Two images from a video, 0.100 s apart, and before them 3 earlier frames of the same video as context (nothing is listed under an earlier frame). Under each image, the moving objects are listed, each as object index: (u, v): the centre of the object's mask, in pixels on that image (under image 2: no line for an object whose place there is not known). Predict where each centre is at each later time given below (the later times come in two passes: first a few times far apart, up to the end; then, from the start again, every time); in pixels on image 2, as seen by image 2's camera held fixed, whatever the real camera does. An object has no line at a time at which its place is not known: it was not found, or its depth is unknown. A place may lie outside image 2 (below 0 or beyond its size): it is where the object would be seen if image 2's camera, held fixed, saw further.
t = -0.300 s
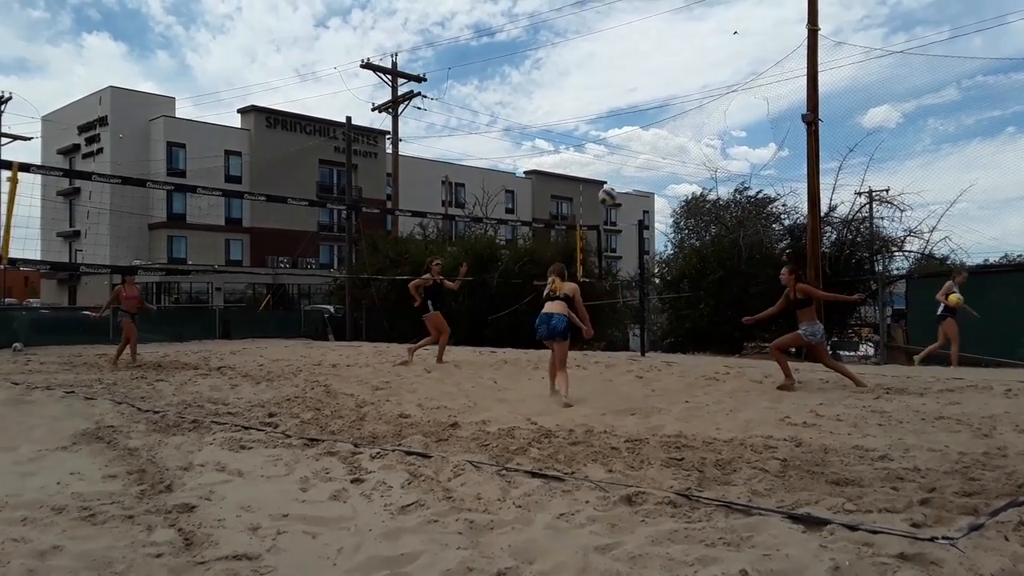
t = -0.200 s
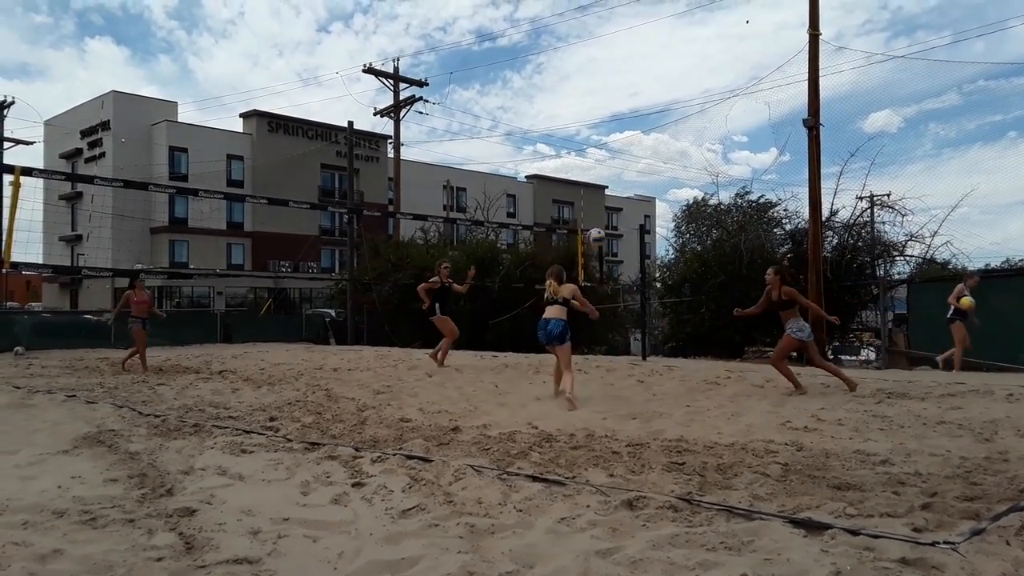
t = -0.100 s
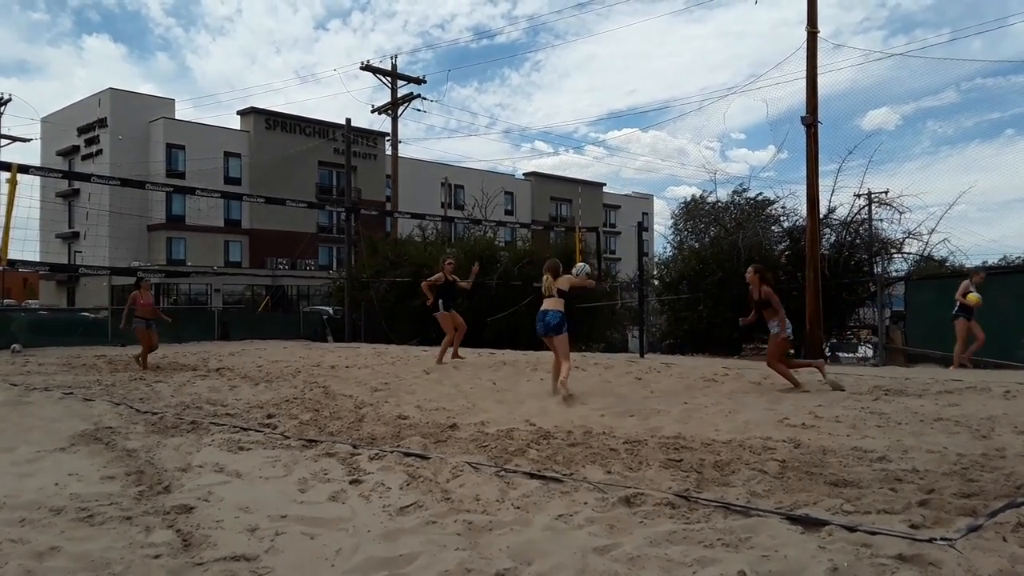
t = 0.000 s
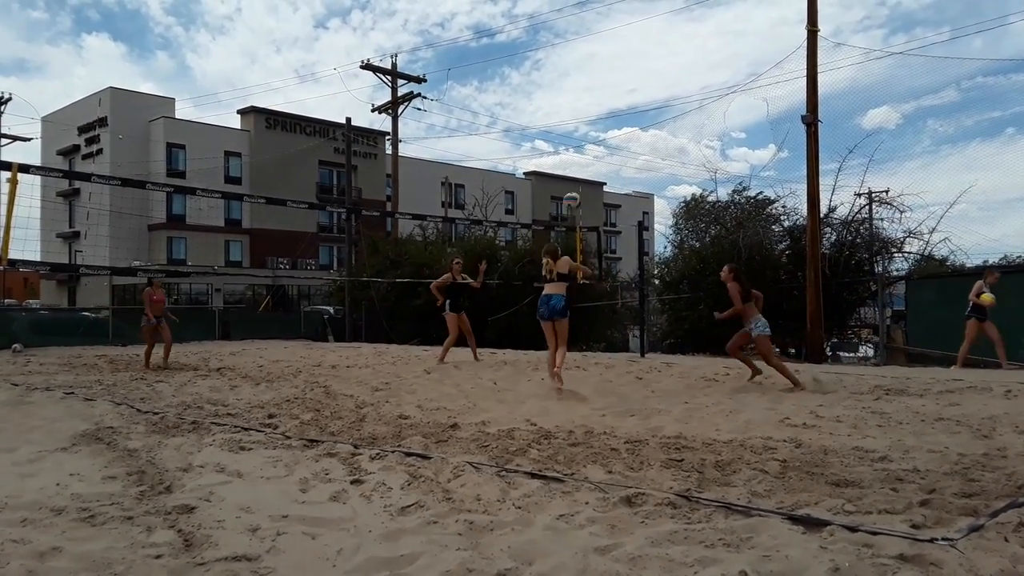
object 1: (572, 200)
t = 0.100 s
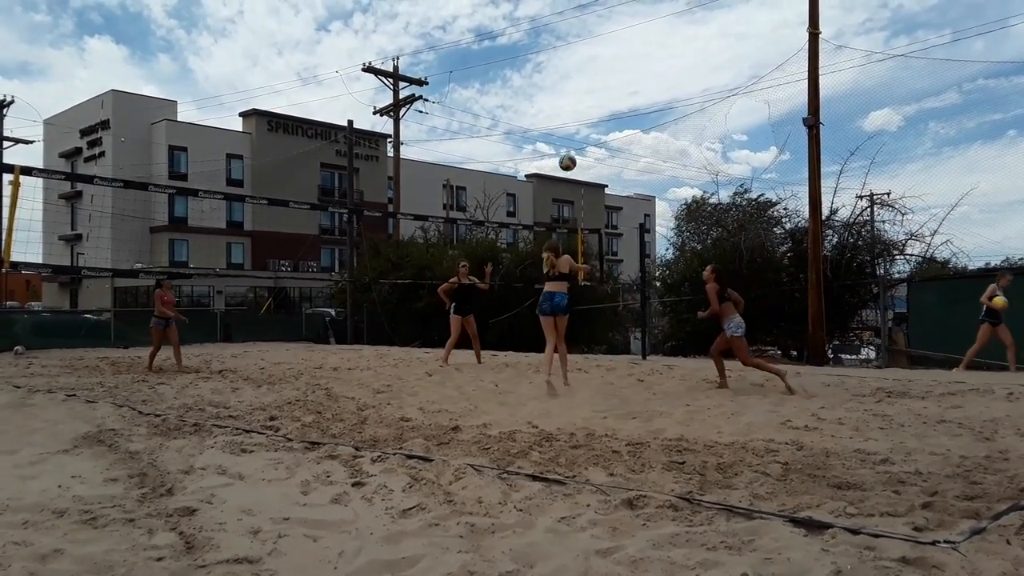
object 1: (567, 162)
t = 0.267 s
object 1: (558, 115)
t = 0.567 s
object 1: (543, 87)
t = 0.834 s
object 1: (532, 119)
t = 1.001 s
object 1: (526, 162)
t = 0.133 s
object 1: (565, 151)
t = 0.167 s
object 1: (563, 140)
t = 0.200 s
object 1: (561, 131)
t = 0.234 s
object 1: (560, 122)
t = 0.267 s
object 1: (558, 115)
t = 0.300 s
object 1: (556, 108)
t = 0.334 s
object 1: (554, 102)
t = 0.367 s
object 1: (553, 97)
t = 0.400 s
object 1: (551, 93)
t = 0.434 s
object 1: (549, 91)
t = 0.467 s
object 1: (548, 89)
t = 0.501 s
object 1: (546, 87)
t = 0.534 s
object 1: (545, 87)
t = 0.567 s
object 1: (543, 87)
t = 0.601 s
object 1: (542, 89)
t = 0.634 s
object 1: (540, 90)
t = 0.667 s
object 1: (539, 93)
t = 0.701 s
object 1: (537, 97)
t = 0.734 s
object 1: (536, 101)
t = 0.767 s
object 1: (535, 106)
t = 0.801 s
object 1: (533, 112)
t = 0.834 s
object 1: (532, 119)
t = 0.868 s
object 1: (531, 126)
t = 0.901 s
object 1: (530, 134)
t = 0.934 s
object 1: (529, 143)
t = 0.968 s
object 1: (527, 153)
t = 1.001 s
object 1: (526, 162)
